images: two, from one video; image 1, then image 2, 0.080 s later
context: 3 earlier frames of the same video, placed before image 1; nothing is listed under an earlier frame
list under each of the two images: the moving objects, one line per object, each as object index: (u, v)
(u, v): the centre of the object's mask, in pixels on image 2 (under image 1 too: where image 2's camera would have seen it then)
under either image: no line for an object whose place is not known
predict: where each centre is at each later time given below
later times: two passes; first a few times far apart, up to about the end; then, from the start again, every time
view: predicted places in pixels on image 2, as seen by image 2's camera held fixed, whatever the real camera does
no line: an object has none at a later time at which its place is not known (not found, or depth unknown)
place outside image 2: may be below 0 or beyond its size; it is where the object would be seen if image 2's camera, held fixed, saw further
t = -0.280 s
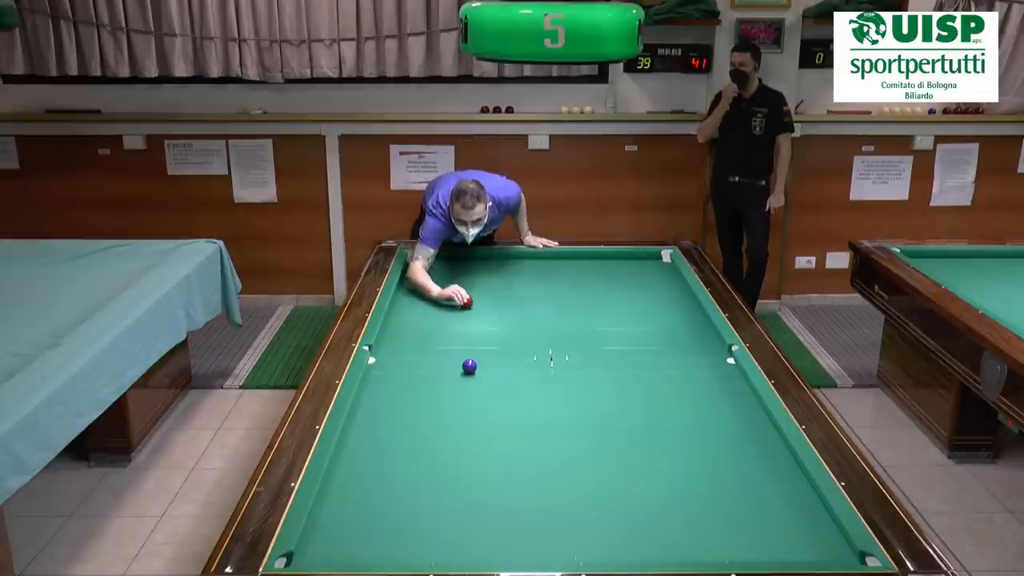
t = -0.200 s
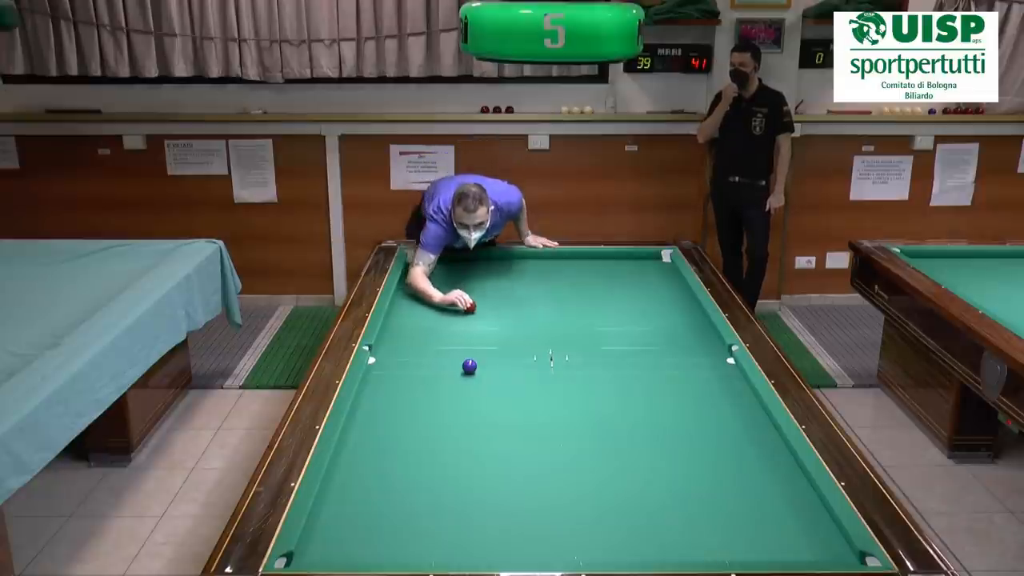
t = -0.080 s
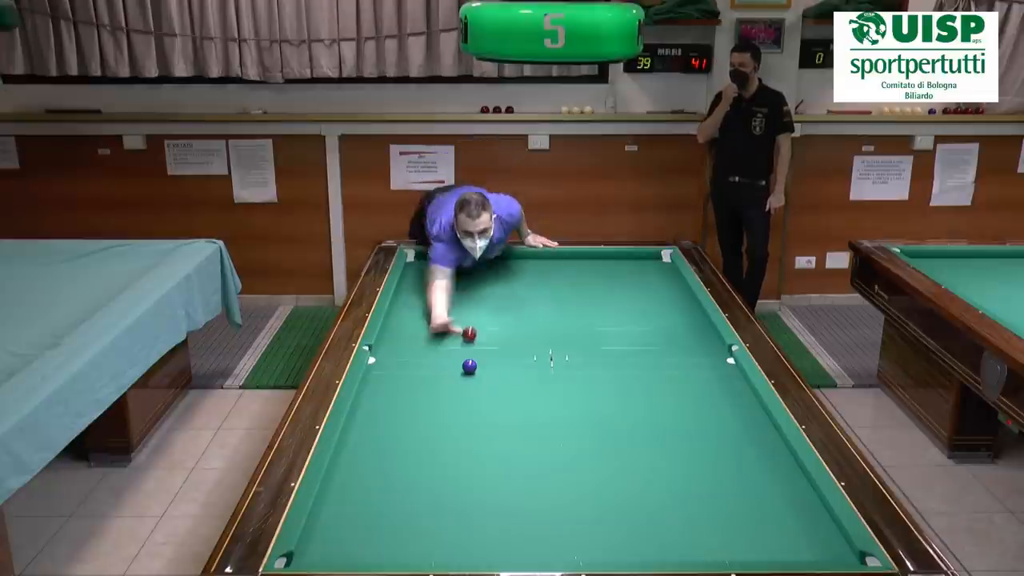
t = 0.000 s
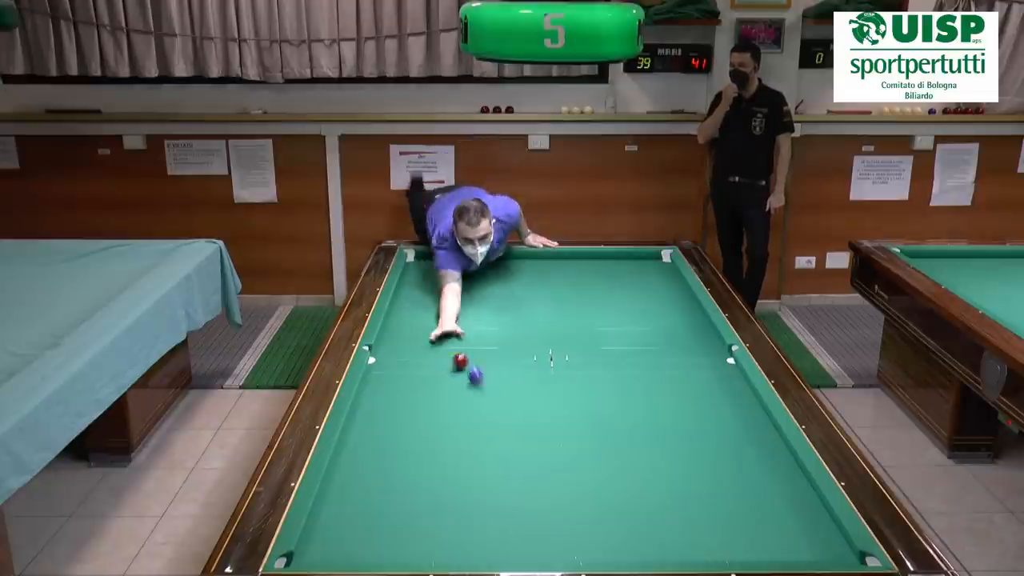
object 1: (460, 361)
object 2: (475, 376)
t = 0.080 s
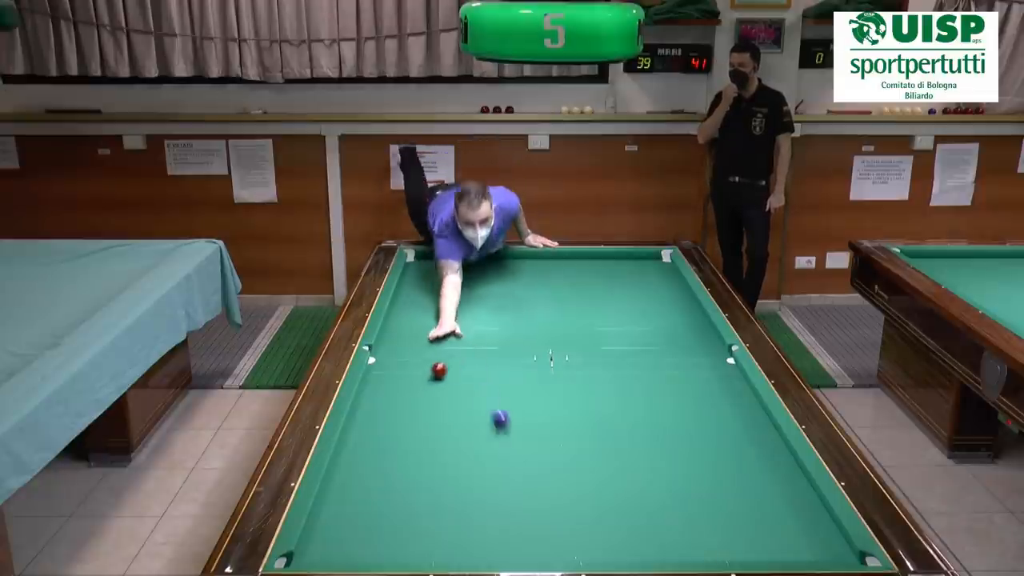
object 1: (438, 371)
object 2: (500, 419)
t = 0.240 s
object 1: (398, 387)
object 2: (569, 534)
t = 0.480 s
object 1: (368, 404)
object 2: (600, 440)
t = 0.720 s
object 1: (386, 418)
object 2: (607, 357)
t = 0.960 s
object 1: (403, 432)
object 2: (611, 305)
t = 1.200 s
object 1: (420, 446)
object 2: (615, 267)
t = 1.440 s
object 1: (439, 461)
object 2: (624, 274)
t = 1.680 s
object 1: (458, 477)
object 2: (638, 300)
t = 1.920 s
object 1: (478, 493)
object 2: (653, 325)
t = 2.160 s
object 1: (498, 510)
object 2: (671, 356)
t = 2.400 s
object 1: (520, 527)
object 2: (692, 392)
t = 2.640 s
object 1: (543, 544)
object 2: (717, 435)
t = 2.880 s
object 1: (567, 556)
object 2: (748, 489)
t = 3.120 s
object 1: (579, 551)
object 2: (785, 552)
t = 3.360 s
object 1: (591, 542)
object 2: (771, 518)
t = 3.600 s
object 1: (601, 532)
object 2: (754, 478)
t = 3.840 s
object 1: (610, 524)
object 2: (740, 444)
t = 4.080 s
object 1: (619, 515)
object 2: (727, 415)
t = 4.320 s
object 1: (627, 508)
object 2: (716, 389)
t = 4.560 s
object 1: (634, 501)
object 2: (706, 368)
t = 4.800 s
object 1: (640, 494)
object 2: (698, 348)
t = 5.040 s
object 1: (646, 488)
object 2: (691, 331)
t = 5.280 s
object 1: (652, 483)
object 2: (684, 315)
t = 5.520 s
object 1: (656, 477)
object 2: (679, 302)
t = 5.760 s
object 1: (661, 473)
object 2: (674, 289)
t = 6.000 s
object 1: (664, 468)
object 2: (669, 278)
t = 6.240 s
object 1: (668, 465)
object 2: (665, 268)
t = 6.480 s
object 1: (670, 461)
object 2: (661, 259)
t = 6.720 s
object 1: (673, 458)
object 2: (664, 260)
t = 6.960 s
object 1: (675, 455)
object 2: (663, 263)
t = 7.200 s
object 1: (677, 453)
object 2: (661, 267)
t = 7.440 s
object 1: (678, 451)
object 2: (660, 269)
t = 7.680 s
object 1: (680, 450)
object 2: (659, 274)
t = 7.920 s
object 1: (680, 448)
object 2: (657, 278)
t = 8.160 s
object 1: (681, 447)
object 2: (656, 281)
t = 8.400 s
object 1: (681, 446)
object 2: (654, 285)
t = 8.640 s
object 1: (681, 446)
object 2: (653, 289)
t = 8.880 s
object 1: (681, 446)
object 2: (651, 292)
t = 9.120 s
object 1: (681, 446)
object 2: (650, 295)
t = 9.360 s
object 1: (681, 446)
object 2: (649, 298)
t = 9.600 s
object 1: (681, 446)
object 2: (647, 301)
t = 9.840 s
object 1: (681, 446)
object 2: (646, 304)
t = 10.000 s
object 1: (681, 446)
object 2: (645, 306)
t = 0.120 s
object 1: (428, 375)
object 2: (514, 444)
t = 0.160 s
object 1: (418, 379)
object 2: (531, 471)
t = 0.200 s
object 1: (408, 383)
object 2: (549, 502)
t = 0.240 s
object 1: (398, 387)
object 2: (569, 534)
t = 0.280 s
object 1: (389, 390)
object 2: (589, 554)
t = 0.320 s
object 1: (380, 394)
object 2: (592, 531)
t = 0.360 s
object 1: (372, 397)
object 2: (594, 505)
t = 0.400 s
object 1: (364, 400)
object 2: (596, 481)
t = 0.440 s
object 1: (364, 402)
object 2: (598, 459)
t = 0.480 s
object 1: (368, 404)
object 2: (600, 440)
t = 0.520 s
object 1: (372, 407)
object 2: (602, 423)
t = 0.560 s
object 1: (375, 409)
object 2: (603, 407)
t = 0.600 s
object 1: (378, 411)
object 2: (604, 393)
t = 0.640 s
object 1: (381, 413)
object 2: (605, 380)
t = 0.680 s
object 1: (383, 415)
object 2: (607, 368)
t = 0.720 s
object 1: (386, 418)
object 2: (607, 357)
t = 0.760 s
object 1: (389, 420)
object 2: (608, 347)
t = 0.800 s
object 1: (391, 423)
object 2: (609, 338)
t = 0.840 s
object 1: (394, 425)
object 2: (609, 329)
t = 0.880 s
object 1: (397, 427)
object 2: (610, 321)
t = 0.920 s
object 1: (400, 430)
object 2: (611, 313)
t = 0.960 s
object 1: (403, 432)
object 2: (611, 305)
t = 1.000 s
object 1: (406, 434)
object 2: (612, 298)
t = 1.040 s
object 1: (408, 437)
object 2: (613, 291)
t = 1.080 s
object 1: (411, 439)
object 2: (613, 285)
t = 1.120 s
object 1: (414, 441)
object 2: (614, 279)
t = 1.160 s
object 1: (417, 444)
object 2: (614, 273)
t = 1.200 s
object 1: (420, 446)
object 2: (615, 267)
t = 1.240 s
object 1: (423, 449)
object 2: (615, 261)
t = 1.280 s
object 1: (426, 451)
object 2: (616, 257)
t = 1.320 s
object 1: (429, 454)
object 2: (618, 261)
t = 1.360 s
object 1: (432, 456)
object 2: (620, 265)
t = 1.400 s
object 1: (435, 459)
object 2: (622, 269)
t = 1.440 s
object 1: (439, 461)
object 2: (624, 274)
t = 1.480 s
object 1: (442, 464)
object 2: (627, 278)
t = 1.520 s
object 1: (445, 466)
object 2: (629, 284)
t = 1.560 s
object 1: (448, 469)
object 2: (631, 287)
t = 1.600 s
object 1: (451, 472)
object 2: (633, 291)
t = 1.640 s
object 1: (454, 474)
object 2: (636, 296)
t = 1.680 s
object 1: (458, 477)
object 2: (638, 300)
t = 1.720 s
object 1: (461, 480)
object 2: (641, 303)
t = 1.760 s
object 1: (464, 482)
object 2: (643, 307)
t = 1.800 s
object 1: (467, 485)
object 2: (646, 312)
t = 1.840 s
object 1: (471, 488)
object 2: (648, 316)
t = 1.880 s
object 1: (474, 490)
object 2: (651, 321)
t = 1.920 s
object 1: (478, 493)
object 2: (653, 325)
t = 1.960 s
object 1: (481, 496)
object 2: (656, 330)
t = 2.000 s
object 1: (484, 499)
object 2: (659, 335)
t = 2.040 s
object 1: (488, 501)
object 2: (662, 340)
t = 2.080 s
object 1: (491, 504)
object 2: (665, 345)
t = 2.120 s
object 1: (495, 507)
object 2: (668, 350)
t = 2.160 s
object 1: (498, 510)
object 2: (671, 356)
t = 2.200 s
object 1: (502, 512)
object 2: (674, 361)
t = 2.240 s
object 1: (506, 515)
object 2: (678, 367)
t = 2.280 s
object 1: (509, 518)
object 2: (681, 373)
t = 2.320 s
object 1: (513, 521)
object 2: (685, 379)
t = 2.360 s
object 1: (517, 524)
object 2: (688, 386)
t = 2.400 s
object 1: (520, 527)
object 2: (692, 392)
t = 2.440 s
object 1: (524, 530)
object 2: (696, 399)
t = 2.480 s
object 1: (528, 533)
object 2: (700, 406)
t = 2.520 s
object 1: (532, 536)
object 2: (704, 413)
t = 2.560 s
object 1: (535, 539)
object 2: (708, 420)
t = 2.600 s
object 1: (539, 542)
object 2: (713, 427)
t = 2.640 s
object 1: (543, 544)
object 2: (717, 435)
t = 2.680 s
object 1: (547, 547)
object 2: (722, 443)
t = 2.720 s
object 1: (551, 549)
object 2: (727, 452)
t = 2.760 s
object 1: (555, 551)
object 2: (732, 461)
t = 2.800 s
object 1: (559, 553)
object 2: (737, 470)
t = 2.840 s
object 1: (563, 555)
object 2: (742, 479)
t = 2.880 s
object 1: (567, 556)
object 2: (748, 489)
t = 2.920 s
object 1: (569, 556)
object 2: (753, 499)
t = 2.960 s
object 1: (571, 555)
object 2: (759, 510)
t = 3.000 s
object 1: (573, 554)
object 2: (766, 520)
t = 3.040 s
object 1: (575, 553)
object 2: (772, 531)
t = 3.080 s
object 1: (577, 552)
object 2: (779, 543)
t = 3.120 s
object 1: (579, 551)
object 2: (785, 552)
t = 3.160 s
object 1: (581, 550)
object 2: (789, 556)
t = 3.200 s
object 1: (583, 549)
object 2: (786, 550)
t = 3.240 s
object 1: (585, 547)
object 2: (781, 542)
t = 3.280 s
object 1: (587, 545)
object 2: (778, 533)
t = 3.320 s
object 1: (589, 543)
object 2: (774, 525)
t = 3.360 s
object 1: (591, 542)
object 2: (771, 518)
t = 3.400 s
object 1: (593, 540)
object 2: (768, 511)
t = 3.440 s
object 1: (594, 539)
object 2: (765, 504)
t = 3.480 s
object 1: (596, 537)
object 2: (762, 497)
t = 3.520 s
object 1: (598, 535)
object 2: (759, 491)
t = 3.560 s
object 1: (599, 534)
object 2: (757, 484)
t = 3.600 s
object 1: (601, 532)
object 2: (754, 478)
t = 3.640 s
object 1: (602, 531)
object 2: (751, 472)
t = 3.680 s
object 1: (604, 529)
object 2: (749, 466)
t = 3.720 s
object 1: (606, 528)
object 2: (746, 460)
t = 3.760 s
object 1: (607, 526)
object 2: (744, 455)
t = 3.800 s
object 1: (609, 525)
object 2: (742, 449)
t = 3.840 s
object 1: (610, 524)
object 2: (740, 444)
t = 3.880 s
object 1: (612, 522)
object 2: (737, 439)
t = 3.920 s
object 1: (613, 521)
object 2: (735, 434)
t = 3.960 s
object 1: (615, 519)
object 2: (733, 429)
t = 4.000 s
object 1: (616, 518)
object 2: (731, 424)
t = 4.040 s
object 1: (617, 517)
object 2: (729, 419)
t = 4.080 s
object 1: (619, 515)
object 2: (727, 415)
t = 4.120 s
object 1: (620, 514)
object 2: (725, 410)
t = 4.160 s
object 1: (622, 513)
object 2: (723, 406)
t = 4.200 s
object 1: (623, 512)
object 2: (721, 401)
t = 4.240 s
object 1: (624, 510)
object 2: (719, 397)
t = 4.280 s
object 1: (625, 509)
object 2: (718, 393)
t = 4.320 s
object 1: (627, 508)
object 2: (716, 389)
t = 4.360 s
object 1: (628, 507)
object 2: (714, 386)
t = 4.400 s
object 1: (629, 505)
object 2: (713, 382)
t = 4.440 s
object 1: (630, 504)
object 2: (711, 378)
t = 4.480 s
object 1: (632, 503)
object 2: (710, 374)
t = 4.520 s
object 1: (633, 502)
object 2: (708, 371)
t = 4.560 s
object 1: (634, 501)
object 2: (706, 368)
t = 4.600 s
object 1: (635, 500)
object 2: (705, 364)
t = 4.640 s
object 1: (636, 498)
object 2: (703, 360)
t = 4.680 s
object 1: (637, 498)
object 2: (702, 357)
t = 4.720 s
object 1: (638, 496)
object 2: (701, 354)
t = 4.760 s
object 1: (639, 495)
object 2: (699, 351)
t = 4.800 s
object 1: (640, 494)
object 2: (698, 348)
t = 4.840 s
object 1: (641, 493)
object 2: (697, 345)
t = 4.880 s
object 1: (642, 492)
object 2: (696, 342)
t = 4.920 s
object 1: (643, 491)
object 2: (694, 339)
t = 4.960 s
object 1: (644, 490)
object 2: (693, 336)
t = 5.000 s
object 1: (645, 489)
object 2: (692, 334)
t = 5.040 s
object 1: (646, 488)
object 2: (691, 331)
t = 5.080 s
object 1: (647, 487)
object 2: (690, 328)
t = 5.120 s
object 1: (648, 486)
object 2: (689, 326)
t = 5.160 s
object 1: (649, 485)
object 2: (687, 323)
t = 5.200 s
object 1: (650, 484)
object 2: (686, 321)
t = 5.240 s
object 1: (651, 483)
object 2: (686, 318)
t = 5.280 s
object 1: (652, 483)
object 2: (684, 315)
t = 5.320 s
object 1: (653, 482)
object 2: (683, 313)
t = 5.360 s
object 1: (653, 481)
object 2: (682, 311)
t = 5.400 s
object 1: (654, 480)
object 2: (682, 308)
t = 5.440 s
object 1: (655, 479)
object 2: (681, 306)
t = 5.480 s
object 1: (656, 478)
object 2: (680, 304)
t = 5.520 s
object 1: (656, 477)
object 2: (679, 302)
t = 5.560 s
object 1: (657, 477)
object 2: (678, 299)
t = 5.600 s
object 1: (658, 476)
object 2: (677, 297)
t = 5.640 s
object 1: (659, 475)
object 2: (676, 295)
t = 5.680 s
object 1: (659, 474)
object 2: (675, 293)
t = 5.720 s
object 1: (660, 473)
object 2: (674, 291)
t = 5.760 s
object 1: (661, 473)
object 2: (674, 289)
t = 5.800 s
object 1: (661, 472)
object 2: (673, 287)
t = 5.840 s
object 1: (662, 471)
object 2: (672, 285)
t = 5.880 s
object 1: (662, 470)
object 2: (671, 283)
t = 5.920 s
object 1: (663, 470)
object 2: (671, 281)
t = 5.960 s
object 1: (664, 469)
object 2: (670, 280)
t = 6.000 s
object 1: (664, 468)
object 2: (669, 278)
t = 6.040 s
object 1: (665, 467)
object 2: (668, 276)
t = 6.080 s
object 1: (665, 467)
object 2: (668, 274)
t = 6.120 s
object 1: (666, 466)
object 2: (667, 273)
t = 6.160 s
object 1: (667, 466)
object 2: (667, 271)
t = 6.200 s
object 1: (667, 465)
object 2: (666, 269)
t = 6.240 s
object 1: (668, 465)
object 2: (665, 268)
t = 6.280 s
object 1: (668, 464)
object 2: (664, 266)
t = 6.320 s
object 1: (669, 463)
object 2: (664, 265)
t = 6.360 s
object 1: (669, 463)
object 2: (663, 263)
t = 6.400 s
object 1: (670, 462)
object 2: (662, 262)
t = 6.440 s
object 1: (670, 462)
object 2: (662, 260)
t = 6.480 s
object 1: (670, 461)
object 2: (661, 259)
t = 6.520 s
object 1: (671, 461)
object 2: (660, 257)
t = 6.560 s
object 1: (671, 460)
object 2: (661, 257)
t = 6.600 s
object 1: (672, 460)
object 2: (663, 258)
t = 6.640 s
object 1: (672, 459)
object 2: (665, 259)
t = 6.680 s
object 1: (672, 459)
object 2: (665, 259)
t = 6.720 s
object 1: (673, 458)
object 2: (664, 260)
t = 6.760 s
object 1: (673, 458)
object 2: (664, 260)
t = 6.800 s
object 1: (674, 457)
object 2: (664, 261)
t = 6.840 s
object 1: (674, 457)
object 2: (664, 262)
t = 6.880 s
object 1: (675, 456)
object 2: (663, 262)
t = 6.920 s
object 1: (675, 456)
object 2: (663, 263)
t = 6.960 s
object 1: (675, 455)
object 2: (663, 263)
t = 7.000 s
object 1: (675, 455)
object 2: (662, 264)
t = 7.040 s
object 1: (676, 455)
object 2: (662, 265)
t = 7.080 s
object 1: (676, 454)
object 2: (662, 265)
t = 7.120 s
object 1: (676, 454)
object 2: (662, 266)
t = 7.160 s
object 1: (677, 454)
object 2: (661, 266)
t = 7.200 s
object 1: (677, 453)
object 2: (661, 267)
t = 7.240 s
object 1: (677, 453)
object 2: (661, 267)
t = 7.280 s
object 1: (677, 452)
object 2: (661, 268)
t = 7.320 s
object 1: (678, 452)
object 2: (661, 268)
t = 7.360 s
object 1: (678, 452)
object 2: (660, 268)
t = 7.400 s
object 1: (678, 451)
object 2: (660, 268)
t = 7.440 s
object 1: (678, 451)
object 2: (660, 269)
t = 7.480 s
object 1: (679, 451)
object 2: (660, 270)
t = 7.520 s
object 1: (679, 451)
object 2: (660, 271)
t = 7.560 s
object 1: (679, 450)
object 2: (659, 272)
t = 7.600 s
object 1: (679, 450)
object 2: (659, 272)
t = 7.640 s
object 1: (679, 450)
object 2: (659, 273)
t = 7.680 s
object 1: (680, 450)
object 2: (659, 274)
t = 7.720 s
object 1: (680, 449)
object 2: (658, 275)
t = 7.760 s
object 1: (680, 449)
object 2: (658, 276)
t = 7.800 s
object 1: (680, 449)
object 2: (658, 276)
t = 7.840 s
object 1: (680, 448)
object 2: (657, 277)
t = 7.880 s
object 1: (680, 448)
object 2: (657, 278)
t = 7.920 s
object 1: (680, 448)
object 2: (657, 278)
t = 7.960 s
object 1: (680, 448)
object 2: (657, 279)
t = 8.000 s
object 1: (681, 448)
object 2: (656, 280)
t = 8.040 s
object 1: (681, 447)
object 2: (656, 280)
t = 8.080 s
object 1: (681, 447)
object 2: (656, 280)
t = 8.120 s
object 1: (681, 447)
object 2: (656, 281)
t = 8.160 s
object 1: (681, 447)
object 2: (656, 281)
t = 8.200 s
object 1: (681, 447)
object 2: (655, 282)
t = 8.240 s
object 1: (681, 447)
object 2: (655, 283)
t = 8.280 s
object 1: (681, 447)
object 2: (655, 283)
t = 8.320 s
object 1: (681, 447)
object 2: (655, 284)
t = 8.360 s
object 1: (681, 447)
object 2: (654, 284)
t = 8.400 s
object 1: (681, 446)
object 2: (654, 285)
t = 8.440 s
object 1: (681, 446)
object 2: (654, 286)
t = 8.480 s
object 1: (681, 446)
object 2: (653, 286)
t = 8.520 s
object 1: (681, 446)
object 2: (653, 287)
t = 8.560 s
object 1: (681, 446)
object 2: (653, 288)
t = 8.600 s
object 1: (681, 446)
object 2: (653, 288)
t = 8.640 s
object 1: (681, 446)
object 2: (653, 289)
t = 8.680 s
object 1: (681, 446)
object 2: (652, 289)
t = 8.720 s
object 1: (681, 446)
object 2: (652, 290)
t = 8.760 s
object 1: (681, 446)
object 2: (652, 290)
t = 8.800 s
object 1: (681, 446)
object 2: (652, 291)
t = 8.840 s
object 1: (681, 446)
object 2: (651, 291)
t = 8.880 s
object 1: (681, 446)
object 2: (651, 292)
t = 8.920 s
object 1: (681, 446)
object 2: (651, 293)
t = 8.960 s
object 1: (681, 446)
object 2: (651, 293)
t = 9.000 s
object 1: (681, 446)
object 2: (651, 294)
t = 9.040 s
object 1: (681, 446)
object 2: (650, 294)
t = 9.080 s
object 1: (681, 446)
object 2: (650, 295)
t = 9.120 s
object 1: (681, 446)
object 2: (650, 295)
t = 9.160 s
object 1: (681, 446)
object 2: (650, 296)
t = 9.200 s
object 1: (681, 446)
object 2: (650, 296)
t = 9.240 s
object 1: (681, 446)
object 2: (649, 297)
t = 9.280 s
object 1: (681, 446)
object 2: (649, 297)
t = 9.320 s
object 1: (681, 446)
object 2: (649, 298)
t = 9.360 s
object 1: (681, 446)
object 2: (649, 298)
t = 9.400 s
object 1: (681, 446)
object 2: (648, 299)
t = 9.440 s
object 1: (681, 446)
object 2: (648, 299)
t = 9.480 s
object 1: (681, 446)
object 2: (648, 300)
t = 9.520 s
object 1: (681, 446)
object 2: (648, 300)
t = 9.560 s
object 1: (681, 446)
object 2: (647, 300)
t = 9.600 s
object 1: (681, 446)
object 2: (647, 301)
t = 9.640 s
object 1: (681, 446)
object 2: (647, 302)
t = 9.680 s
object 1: (681, 446)
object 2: (647, 302)
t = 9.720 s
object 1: (681, 446)
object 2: (647, 302)
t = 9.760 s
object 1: (681, 446)
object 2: (646, 303)
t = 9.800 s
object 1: (681, 446)
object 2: (646, 303)
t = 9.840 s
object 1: (681, 446)
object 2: (646, 304)
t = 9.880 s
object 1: (681, 446)
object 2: (645, 304)
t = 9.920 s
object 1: (681, 446)
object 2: (645, 304)
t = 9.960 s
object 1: (681, 446)
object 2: (645, 305)
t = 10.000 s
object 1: (681, 446)
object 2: (645, 306)
